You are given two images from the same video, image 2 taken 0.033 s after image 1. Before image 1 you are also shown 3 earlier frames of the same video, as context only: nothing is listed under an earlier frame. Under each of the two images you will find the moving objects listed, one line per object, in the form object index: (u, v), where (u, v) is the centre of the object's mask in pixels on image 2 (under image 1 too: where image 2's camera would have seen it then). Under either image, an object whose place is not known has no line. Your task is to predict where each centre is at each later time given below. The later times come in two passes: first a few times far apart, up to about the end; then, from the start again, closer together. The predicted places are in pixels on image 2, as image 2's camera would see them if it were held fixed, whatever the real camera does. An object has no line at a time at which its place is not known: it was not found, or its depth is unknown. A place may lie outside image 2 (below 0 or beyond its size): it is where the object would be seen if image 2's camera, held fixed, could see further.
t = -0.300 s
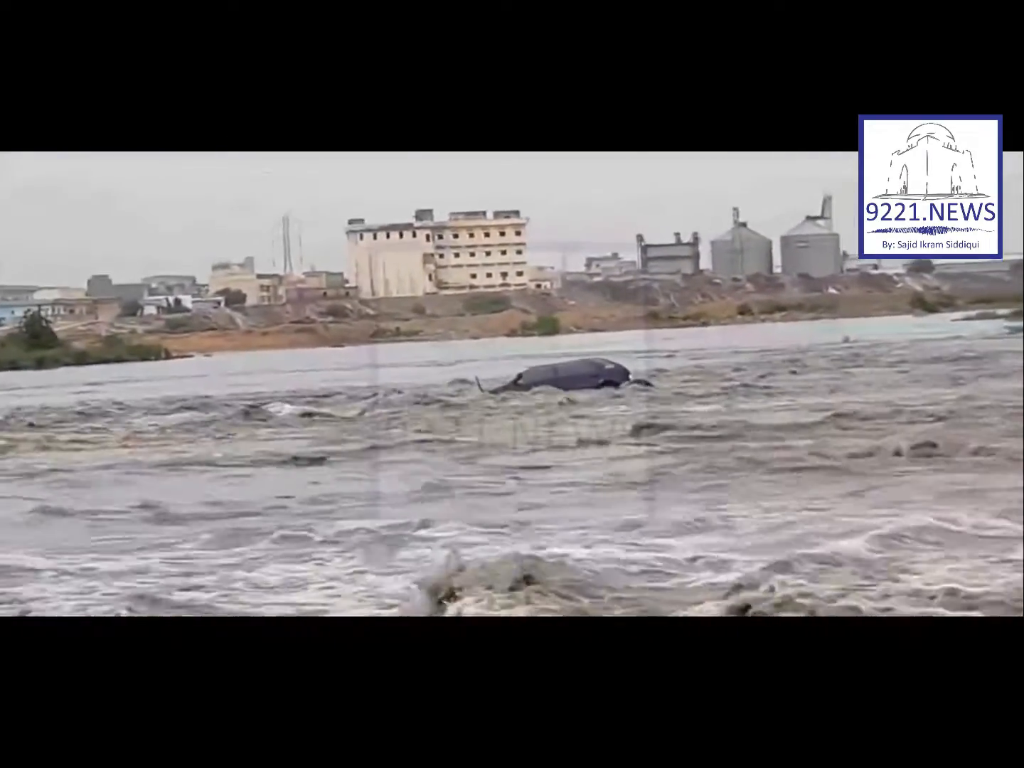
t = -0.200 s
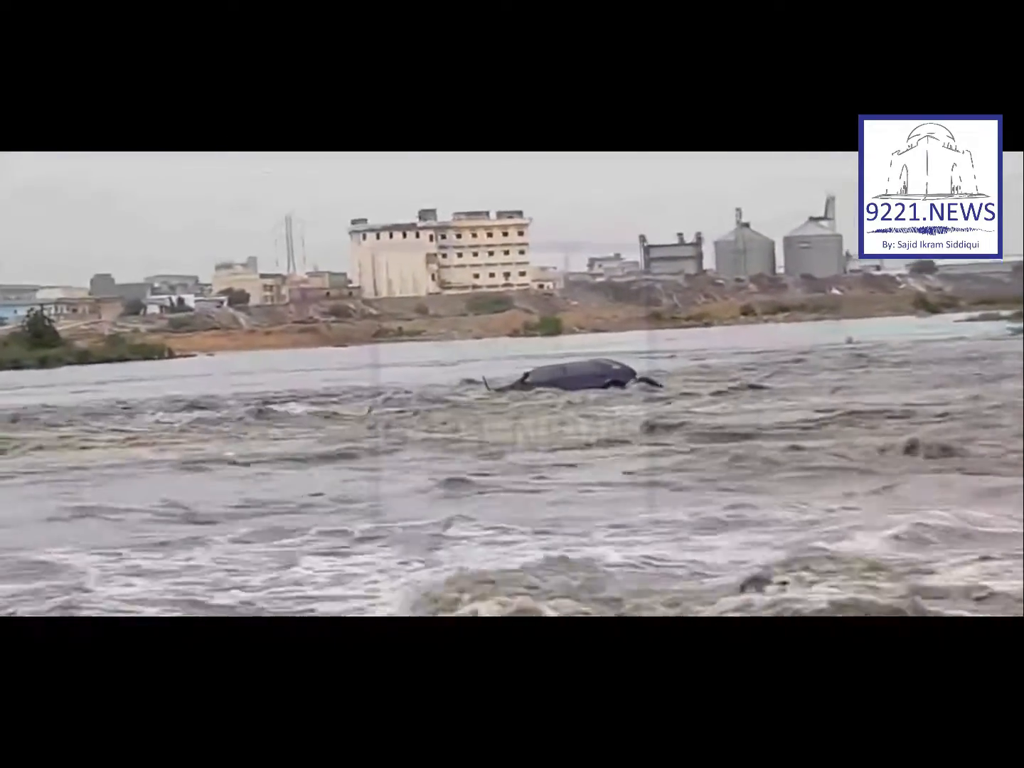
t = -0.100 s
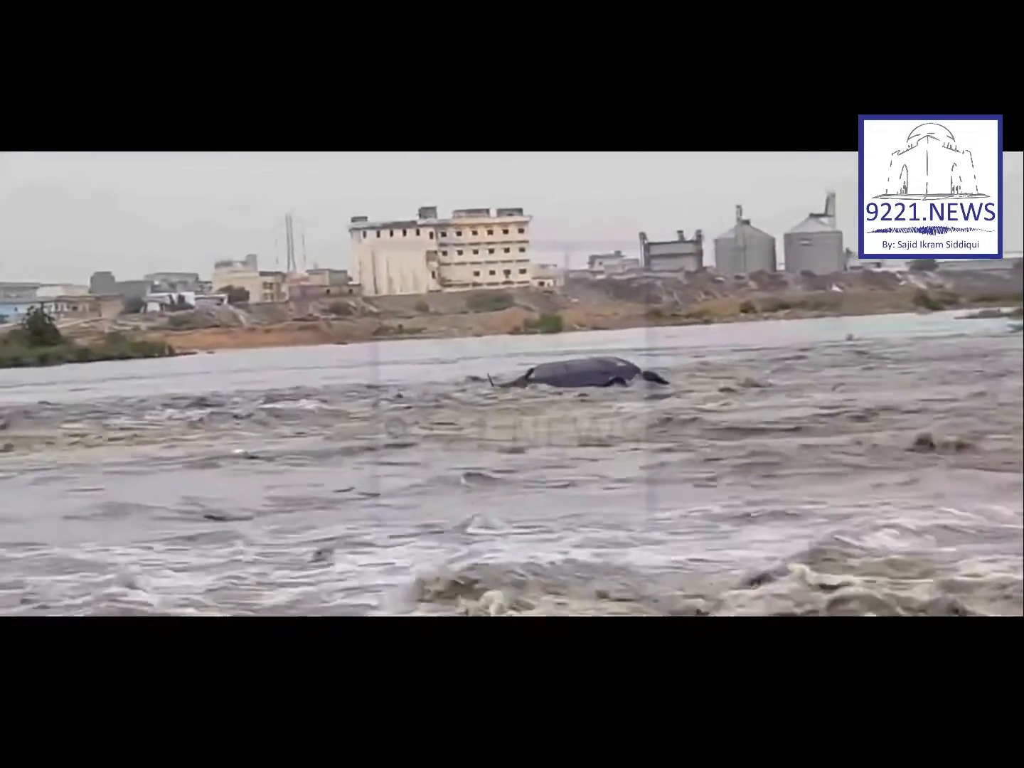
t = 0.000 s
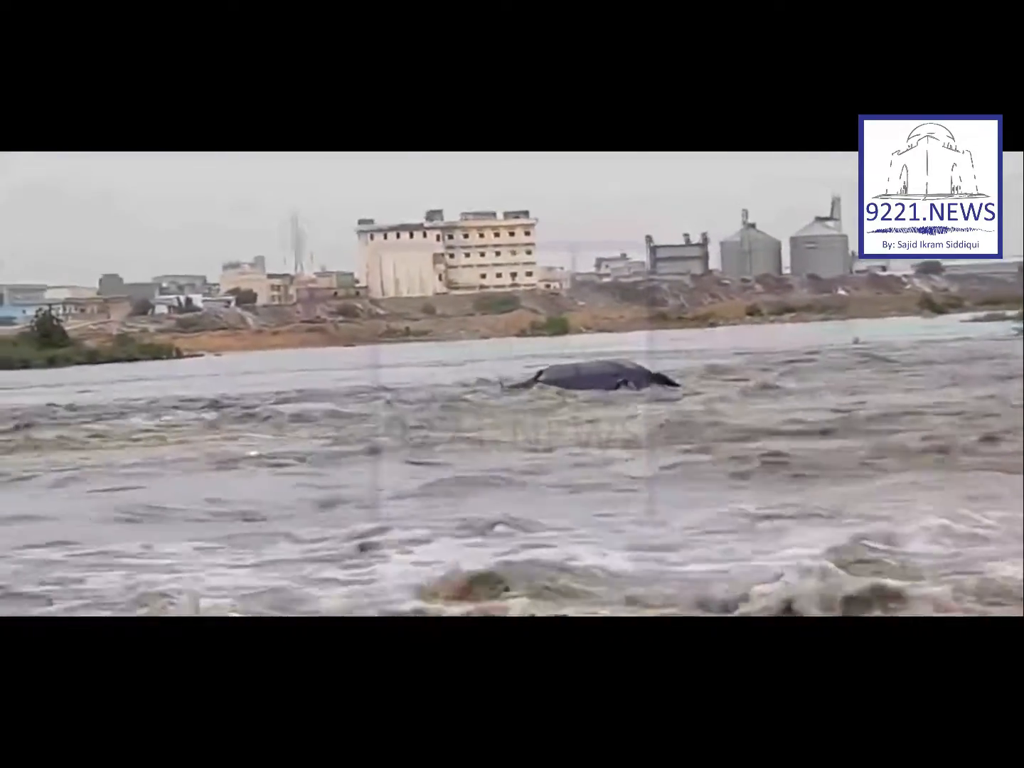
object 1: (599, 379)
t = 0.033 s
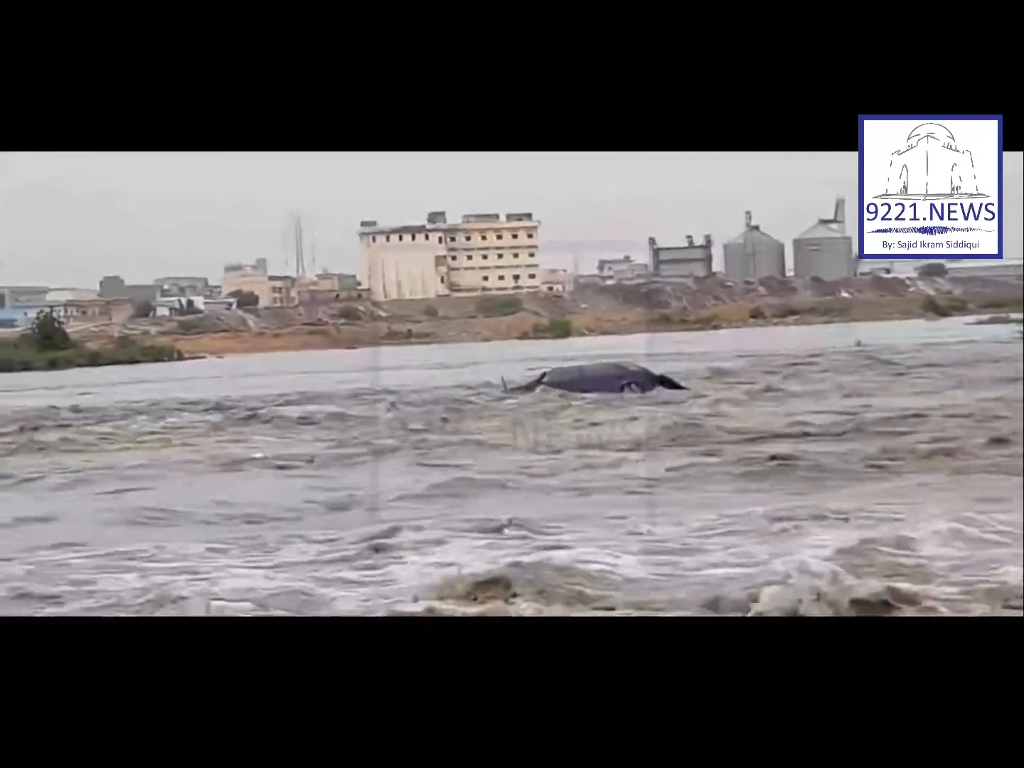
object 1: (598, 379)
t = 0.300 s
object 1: (600, 378)
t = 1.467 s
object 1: (616, 375)
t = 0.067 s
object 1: (599, 379)
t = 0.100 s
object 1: (599, 379)
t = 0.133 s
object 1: (600, 379)
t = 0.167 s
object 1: (601, 378)
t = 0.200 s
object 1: (601, 379)
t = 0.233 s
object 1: (601, 378)
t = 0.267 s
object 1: (600, 378)
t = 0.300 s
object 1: (600, 378)
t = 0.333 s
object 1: (601, 378)
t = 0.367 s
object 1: (601, 377)
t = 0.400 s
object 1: (602, 377)
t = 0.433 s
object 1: (602, 377)
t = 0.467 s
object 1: (603, 377)
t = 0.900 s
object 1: (616, 376)
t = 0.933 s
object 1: (618, 375)
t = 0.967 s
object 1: (619, 375)
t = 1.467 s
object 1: (616, 375)
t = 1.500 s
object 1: (616, 375)
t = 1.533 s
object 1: (616, 375)
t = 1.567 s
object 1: (615, 375)
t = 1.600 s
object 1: (616, 375)
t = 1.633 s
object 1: (616, 375)
